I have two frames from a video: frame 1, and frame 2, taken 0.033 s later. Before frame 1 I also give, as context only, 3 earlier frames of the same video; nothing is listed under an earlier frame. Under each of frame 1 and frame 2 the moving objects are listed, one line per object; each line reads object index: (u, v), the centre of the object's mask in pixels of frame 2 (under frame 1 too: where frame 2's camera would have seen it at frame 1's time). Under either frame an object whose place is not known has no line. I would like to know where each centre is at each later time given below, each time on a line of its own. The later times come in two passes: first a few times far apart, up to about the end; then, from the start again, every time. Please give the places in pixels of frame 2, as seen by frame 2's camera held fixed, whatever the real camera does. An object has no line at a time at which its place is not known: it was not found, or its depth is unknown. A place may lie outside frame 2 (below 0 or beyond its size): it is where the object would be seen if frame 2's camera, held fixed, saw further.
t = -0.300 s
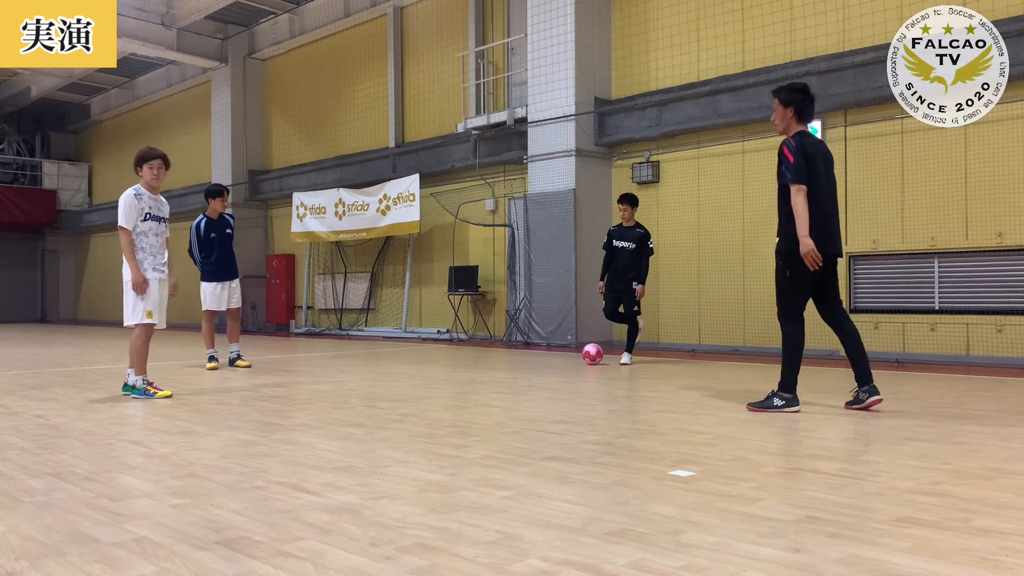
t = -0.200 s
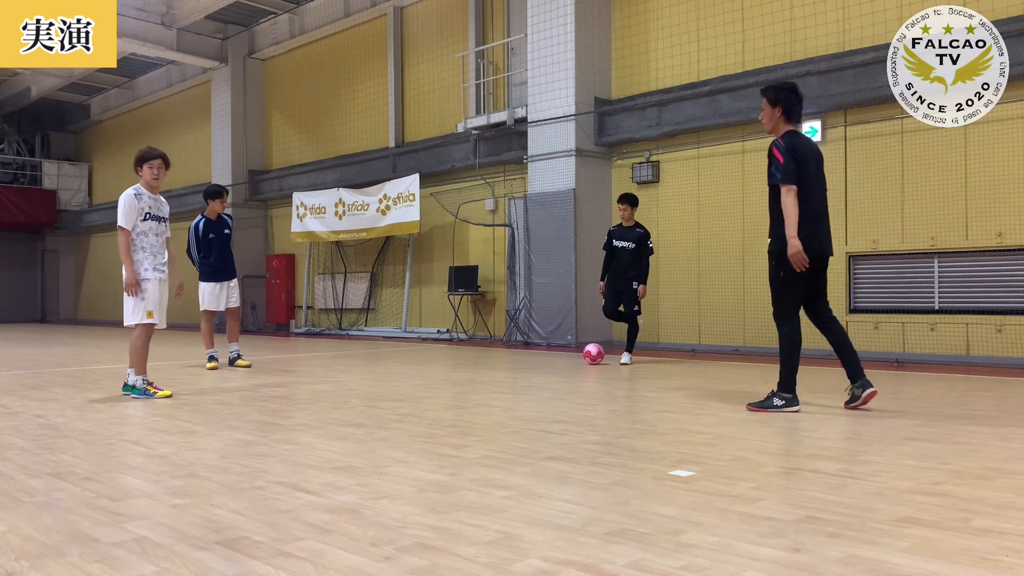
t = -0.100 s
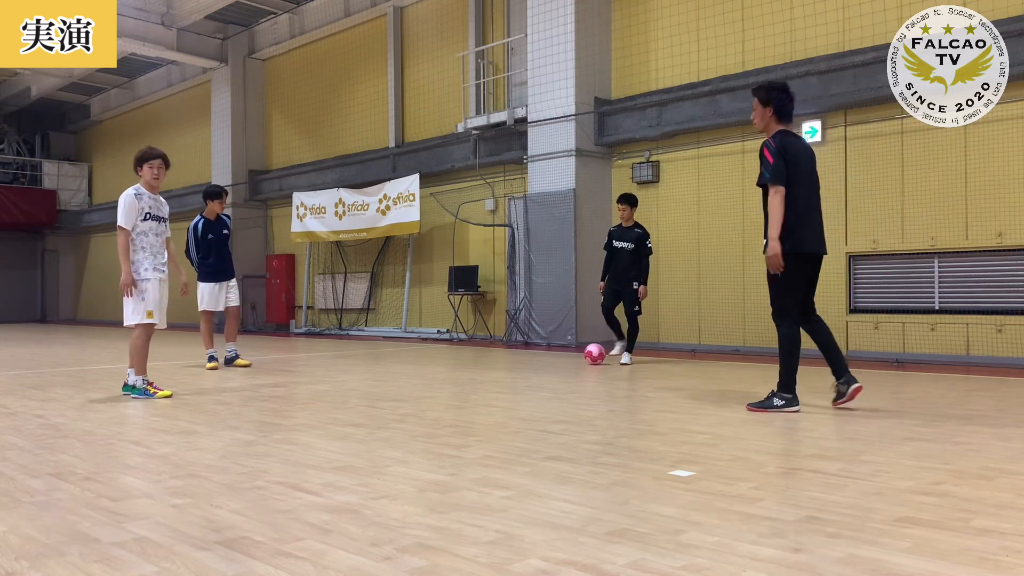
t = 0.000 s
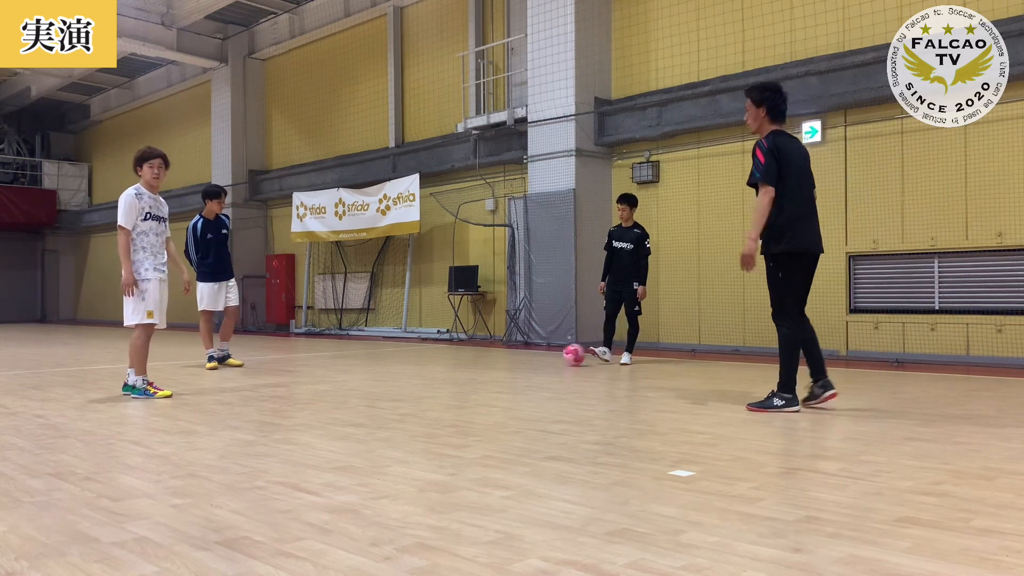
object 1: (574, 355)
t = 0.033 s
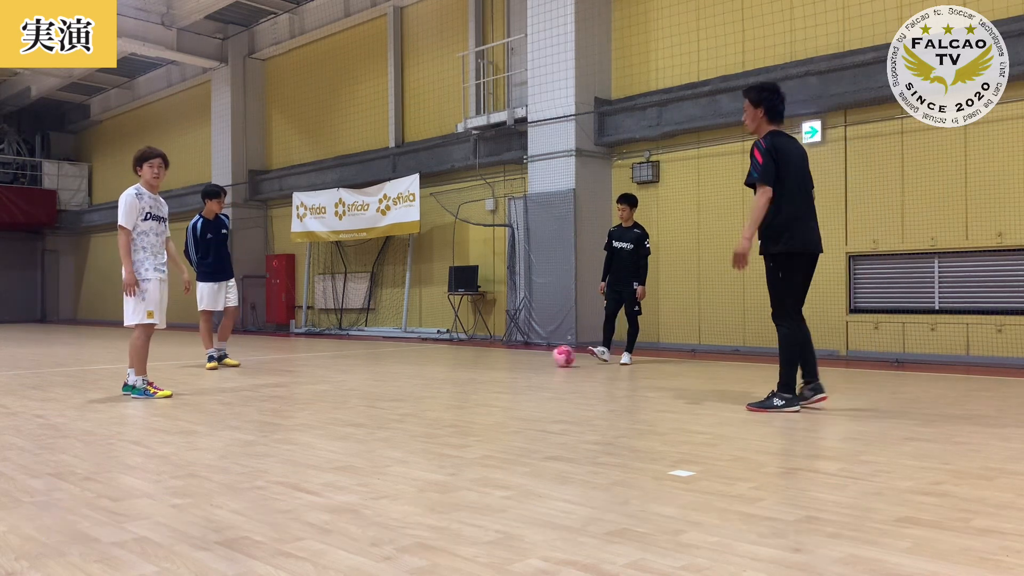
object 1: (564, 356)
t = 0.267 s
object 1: (508, 360)
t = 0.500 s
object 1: (459, 363)
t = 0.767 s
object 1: (399, 368)
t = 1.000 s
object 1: (341, 373)
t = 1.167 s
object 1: (296, 376)
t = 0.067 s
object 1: (554, 357)
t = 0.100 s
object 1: (545, 357)
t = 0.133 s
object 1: (536, 358)
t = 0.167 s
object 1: (528, 358)
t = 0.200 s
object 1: (520, 359)
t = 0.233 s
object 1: (514, 359)
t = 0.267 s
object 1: (508, 360)
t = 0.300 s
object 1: (501, 360)
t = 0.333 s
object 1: (494, 360)
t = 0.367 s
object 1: (487, 361)
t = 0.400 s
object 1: (480, 361)
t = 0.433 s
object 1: (473, 362)
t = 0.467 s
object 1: (466, 362)
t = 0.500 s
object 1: (459, 363)
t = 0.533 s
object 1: (452, 364)
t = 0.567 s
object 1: (445, 364)
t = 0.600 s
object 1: (438, 364)
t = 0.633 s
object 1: (430, 366)
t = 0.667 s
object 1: (423, 366)
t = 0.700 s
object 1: (415, 366)
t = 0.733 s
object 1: (407, 367)
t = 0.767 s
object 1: (399, 368)
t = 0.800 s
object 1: (391, 369)
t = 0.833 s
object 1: (383, 369)
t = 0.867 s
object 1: (375, 370)
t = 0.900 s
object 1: (367, 371)
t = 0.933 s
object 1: (358, 371)
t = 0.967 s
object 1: (349, 372)
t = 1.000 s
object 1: (341, 373)
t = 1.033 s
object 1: (332, 373)
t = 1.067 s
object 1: (323, 375)
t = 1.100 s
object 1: (314, 375)
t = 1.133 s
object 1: (305, 375)
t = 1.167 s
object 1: (296, 376)
